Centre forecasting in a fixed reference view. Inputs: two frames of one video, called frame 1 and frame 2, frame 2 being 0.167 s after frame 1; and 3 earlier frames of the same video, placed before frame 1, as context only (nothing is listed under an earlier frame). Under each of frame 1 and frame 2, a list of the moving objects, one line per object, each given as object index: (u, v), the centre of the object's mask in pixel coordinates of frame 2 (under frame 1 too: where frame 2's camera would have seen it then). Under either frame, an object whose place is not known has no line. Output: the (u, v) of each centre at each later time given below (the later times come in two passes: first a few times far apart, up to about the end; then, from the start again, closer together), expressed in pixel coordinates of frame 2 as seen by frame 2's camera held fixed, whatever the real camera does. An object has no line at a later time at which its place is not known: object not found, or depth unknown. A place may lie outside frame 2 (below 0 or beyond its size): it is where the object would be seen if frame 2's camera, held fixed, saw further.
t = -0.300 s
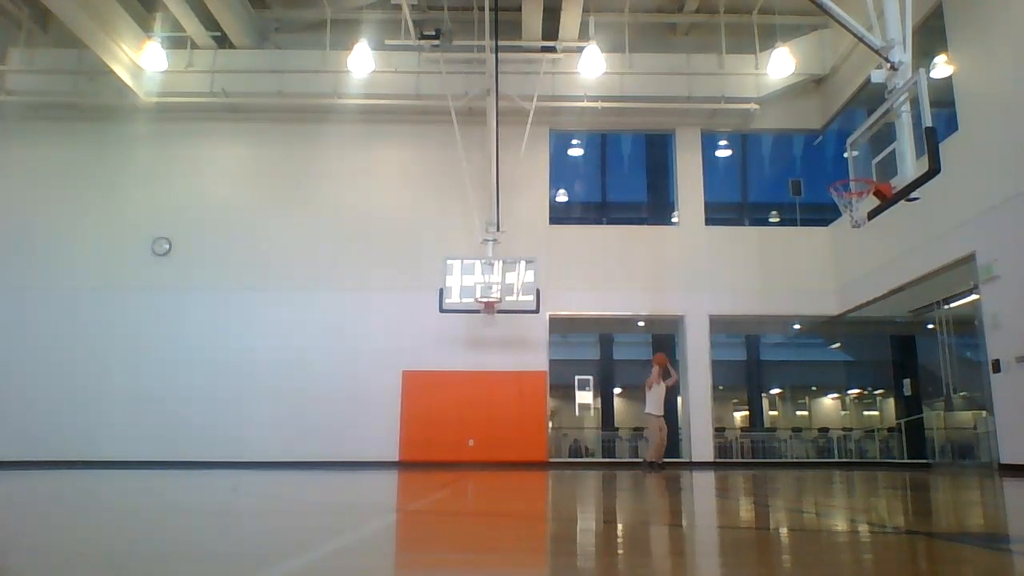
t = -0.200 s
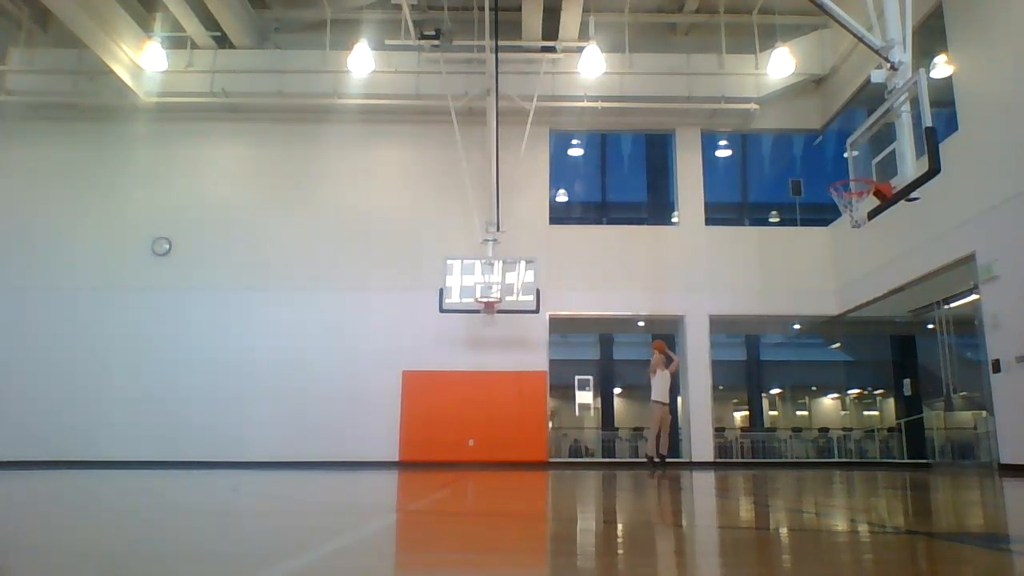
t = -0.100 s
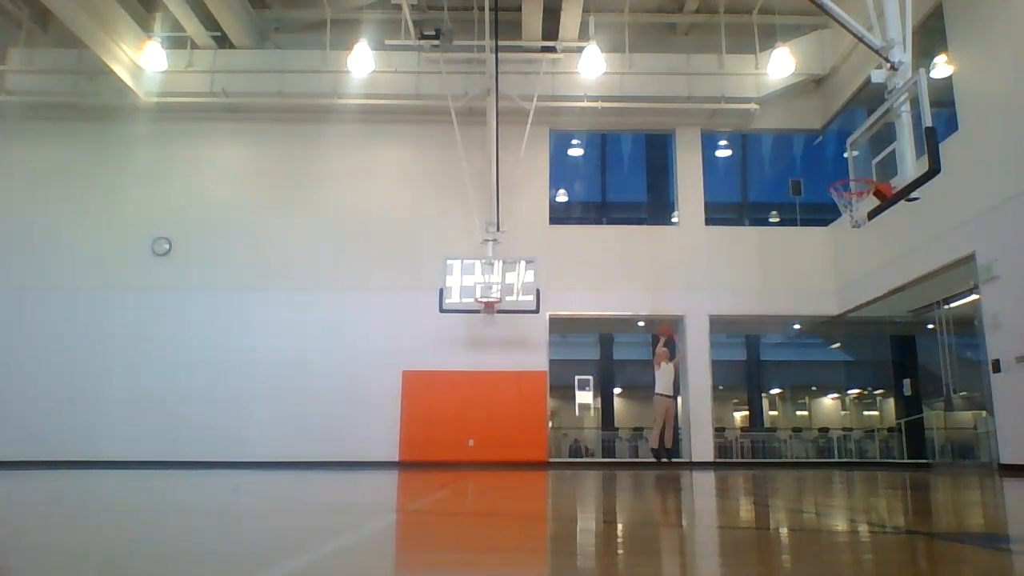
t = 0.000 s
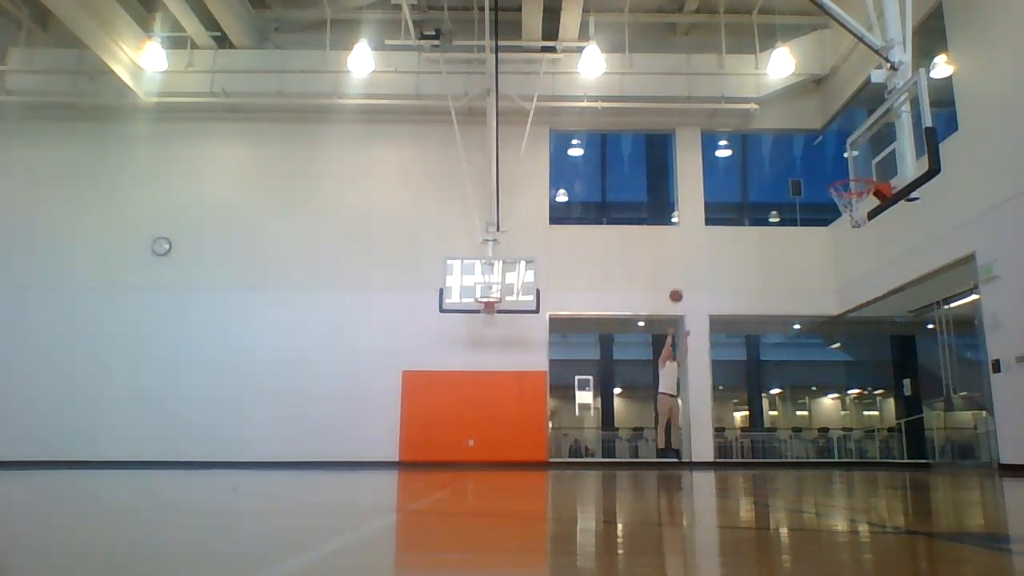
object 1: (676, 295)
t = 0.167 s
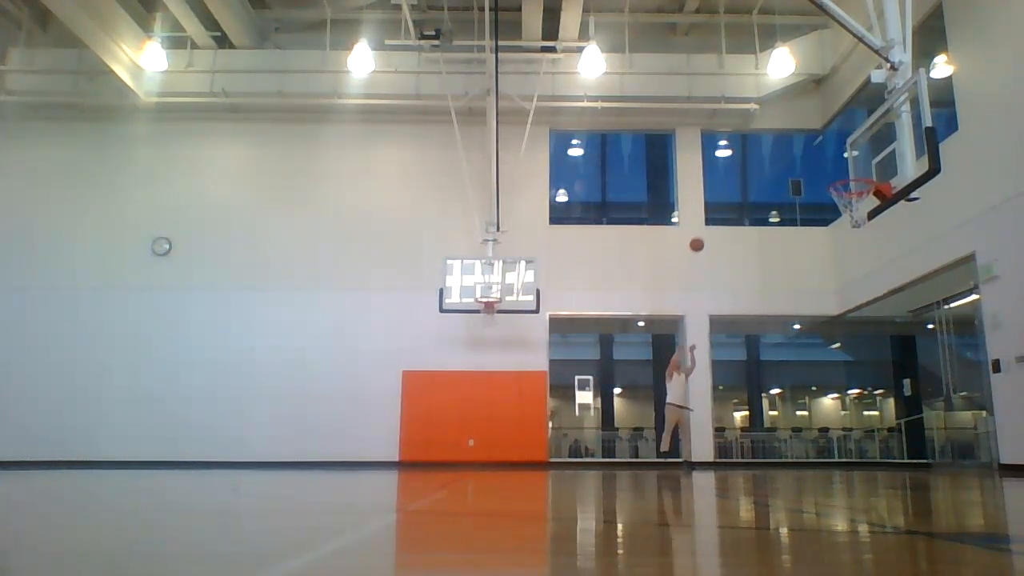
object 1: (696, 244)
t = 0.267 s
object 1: (710, 219)
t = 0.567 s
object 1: (761, 170)
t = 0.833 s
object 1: (825, 172)
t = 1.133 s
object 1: (861, 246)
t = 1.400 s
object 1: (859, 388)
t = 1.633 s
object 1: (840, 408)
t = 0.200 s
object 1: (701, 236)
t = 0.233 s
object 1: (705, 227)
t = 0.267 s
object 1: (710, 219)
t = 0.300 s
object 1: (716, 211)
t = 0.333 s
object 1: (721, 205)
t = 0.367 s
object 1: (725, 199)
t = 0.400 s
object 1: (731, 192)
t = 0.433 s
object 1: (737, 186)
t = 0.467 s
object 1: (742, 181)
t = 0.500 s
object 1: (748, 177)
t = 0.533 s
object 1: (755, 173)
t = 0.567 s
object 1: (761, 170)
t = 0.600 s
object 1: (768, 168)
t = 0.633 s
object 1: (775, 166)
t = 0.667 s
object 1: (782, 165)
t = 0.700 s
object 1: (790, 164)
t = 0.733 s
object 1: (798, 165)
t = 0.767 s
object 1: (807, 167)
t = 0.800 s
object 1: (815, 169)
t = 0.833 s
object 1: (825, 172)
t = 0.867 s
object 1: (834, 176)
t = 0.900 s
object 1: (845, 183)
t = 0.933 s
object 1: (856, 188)
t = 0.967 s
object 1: (864, 192)
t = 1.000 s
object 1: (864, 202)
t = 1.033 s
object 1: (862, 215)
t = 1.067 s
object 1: (862, 223)
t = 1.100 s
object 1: (861, 234)
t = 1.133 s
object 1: (861, 246)
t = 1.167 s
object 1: (860, 260)
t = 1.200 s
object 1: (860, 274)
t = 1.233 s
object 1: (859, 290)
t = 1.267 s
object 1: (858, 308)
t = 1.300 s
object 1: (859, 327)
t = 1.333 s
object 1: (859, 345)
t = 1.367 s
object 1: (859, 366)
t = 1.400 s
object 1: (859, 388)
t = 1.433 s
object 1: (859, 412)
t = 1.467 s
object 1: (859, 438)
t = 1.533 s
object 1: (857, 458)
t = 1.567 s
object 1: (852, 439)
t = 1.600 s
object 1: (845, 422)
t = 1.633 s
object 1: (840, 408)
